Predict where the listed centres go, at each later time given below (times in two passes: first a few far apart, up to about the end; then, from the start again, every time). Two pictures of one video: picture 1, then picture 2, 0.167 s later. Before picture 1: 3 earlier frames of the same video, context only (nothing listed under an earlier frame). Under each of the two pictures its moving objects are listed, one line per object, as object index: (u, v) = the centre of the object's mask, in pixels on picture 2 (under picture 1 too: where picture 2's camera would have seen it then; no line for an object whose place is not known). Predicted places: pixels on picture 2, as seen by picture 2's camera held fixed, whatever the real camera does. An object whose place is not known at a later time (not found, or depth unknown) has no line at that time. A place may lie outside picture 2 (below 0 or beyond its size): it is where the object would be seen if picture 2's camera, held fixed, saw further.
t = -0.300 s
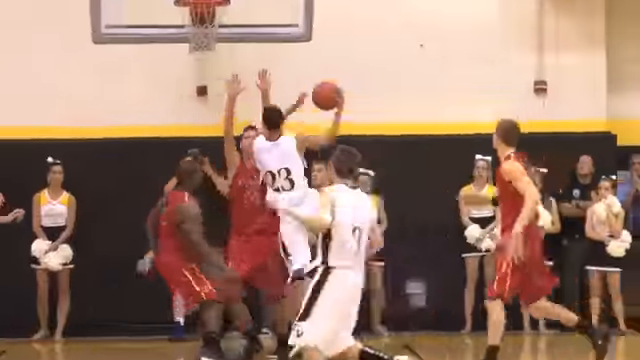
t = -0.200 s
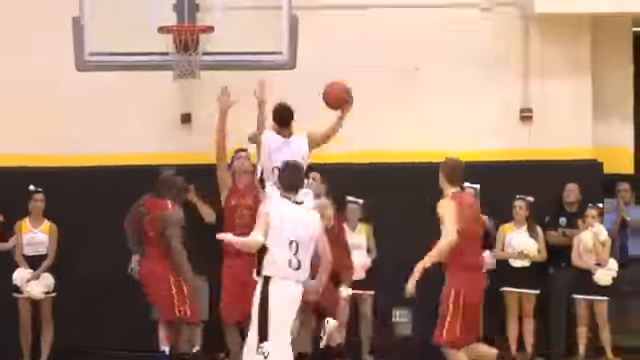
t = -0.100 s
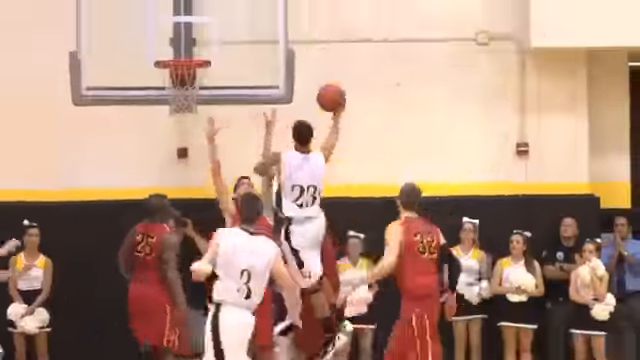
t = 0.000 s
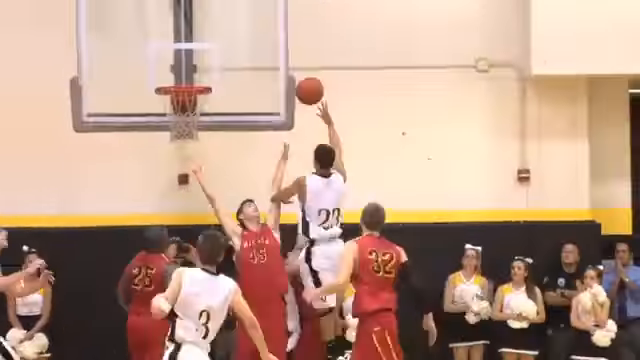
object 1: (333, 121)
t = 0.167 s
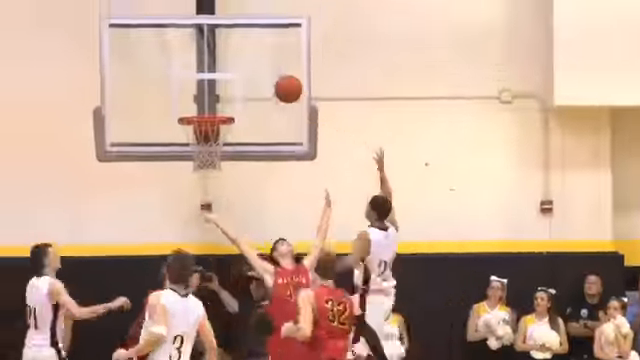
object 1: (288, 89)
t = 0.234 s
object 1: (271, 85)
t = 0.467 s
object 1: (216, 104)
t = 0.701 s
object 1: (202, 95)
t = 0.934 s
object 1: (197, 105)
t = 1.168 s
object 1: (197, 154)
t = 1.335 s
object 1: (200, 217)
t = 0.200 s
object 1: (279, 86)
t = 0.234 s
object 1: (271, 85)
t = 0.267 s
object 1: (262, 85)
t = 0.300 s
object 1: (254, 87)
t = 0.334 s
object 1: (245, 89)
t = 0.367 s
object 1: (237, 93)
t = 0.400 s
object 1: (228, 98)
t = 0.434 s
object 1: (222, 104)
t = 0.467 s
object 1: (216, 104)
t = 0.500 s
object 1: (214, 100)
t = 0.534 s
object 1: (213, 95)
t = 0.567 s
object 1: (210, 93)
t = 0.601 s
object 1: (209, 92)
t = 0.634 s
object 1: (205, 93)
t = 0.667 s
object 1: (204, 93)
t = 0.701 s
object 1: (202, 95)
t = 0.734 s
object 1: (200, 100)
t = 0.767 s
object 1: (199, 104)
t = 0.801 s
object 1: (199, 104)
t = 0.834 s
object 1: (199, 102)
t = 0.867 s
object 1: (198, 103)
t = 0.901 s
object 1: (198, 103)
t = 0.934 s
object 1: (197, 105)
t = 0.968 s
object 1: (197, 107)
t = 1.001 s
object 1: (197, 109)
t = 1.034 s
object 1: (195, 115)
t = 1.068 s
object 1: (196, 129)
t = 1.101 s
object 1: (195, 136)
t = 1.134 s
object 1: (196, 145)
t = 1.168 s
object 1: (197, 154)
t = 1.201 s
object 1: (195, 164)
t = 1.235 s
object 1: (198, 177)
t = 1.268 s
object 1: (199, 188)
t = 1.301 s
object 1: (200, 202)
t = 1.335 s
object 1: (200, 217)
